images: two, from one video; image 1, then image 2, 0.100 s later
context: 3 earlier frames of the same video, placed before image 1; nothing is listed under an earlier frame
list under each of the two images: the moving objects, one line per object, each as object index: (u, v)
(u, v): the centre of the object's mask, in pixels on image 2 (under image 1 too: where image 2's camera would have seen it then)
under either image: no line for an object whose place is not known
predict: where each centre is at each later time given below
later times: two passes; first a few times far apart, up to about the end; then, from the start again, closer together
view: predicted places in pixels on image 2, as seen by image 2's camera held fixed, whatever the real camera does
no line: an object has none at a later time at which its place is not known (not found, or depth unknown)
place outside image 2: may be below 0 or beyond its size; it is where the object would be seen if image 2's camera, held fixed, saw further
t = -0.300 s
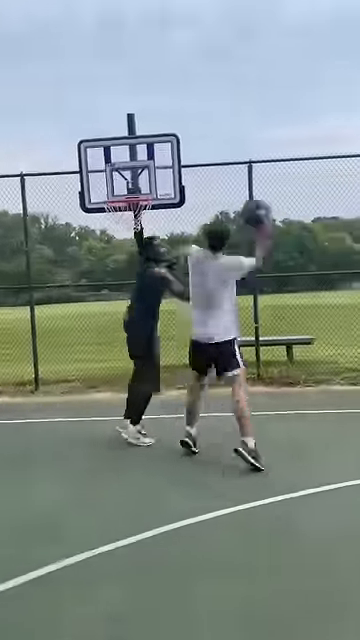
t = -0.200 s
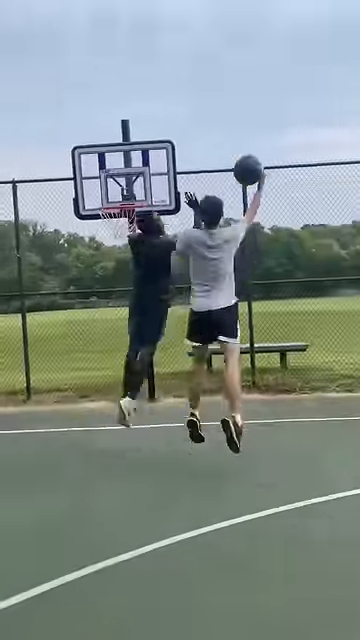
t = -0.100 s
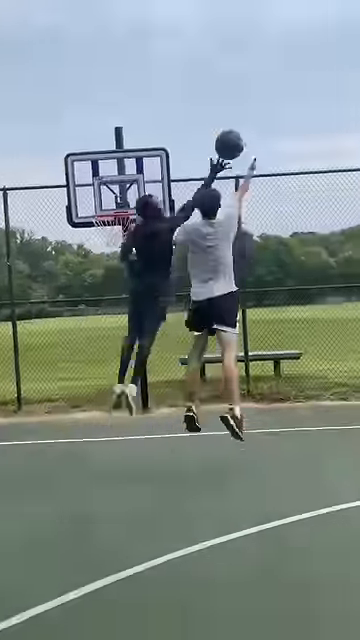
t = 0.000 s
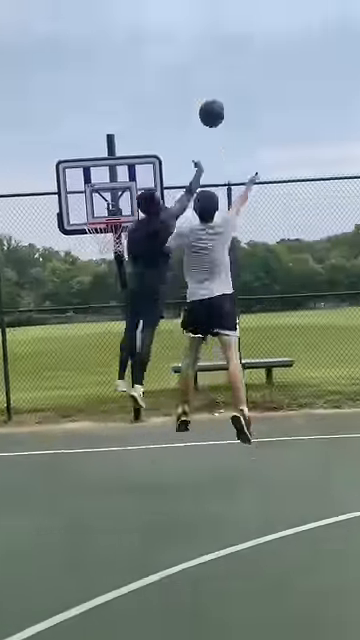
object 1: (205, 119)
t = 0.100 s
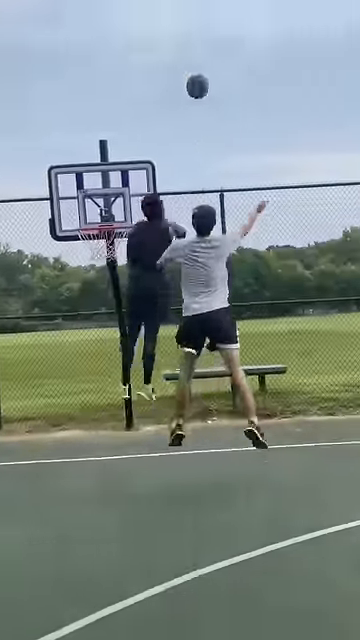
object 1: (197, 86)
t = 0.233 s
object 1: (189, 67)
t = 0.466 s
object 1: (178, 72)
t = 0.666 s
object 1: (173, 98)
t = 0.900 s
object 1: (169, 144)
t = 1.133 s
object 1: (168, 200)
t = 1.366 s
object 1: (168, 262)
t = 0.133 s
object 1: (194, 79)
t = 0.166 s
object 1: (192, 74)
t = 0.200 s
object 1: (190, 70)
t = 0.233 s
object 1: (189, 67)
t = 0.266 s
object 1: (187, 66)
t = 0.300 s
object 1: (185, 64)
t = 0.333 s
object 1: (184, 64)
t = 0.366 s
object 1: (182, 65)
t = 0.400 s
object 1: (181, 67)
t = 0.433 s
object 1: (180, 69)
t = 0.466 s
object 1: (178, 72)
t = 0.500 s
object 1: (177, 75)
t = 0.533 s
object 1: (176, 79)
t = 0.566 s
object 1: (175, 83)
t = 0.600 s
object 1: (174, 87)
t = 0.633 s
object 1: (174, 92)
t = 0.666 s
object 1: (173, 98)
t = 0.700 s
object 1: (172, 104)
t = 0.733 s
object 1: (172, 110)
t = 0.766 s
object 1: (171, 116)
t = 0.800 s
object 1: (170, 123)
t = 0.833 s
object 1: (170, 129)
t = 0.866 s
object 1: (170, 137)
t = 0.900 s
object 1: (169, 144)
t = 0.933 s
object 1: (169, 152)
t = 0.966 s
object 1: (169, 159)
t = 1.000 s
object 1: (168, 167)
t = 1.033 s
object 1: (168, 175)
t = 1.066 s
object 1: (168, 183)
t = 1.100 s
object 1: (169, 192)
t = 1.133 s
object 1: (168, 200)
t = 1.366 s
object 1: (168, 262)
